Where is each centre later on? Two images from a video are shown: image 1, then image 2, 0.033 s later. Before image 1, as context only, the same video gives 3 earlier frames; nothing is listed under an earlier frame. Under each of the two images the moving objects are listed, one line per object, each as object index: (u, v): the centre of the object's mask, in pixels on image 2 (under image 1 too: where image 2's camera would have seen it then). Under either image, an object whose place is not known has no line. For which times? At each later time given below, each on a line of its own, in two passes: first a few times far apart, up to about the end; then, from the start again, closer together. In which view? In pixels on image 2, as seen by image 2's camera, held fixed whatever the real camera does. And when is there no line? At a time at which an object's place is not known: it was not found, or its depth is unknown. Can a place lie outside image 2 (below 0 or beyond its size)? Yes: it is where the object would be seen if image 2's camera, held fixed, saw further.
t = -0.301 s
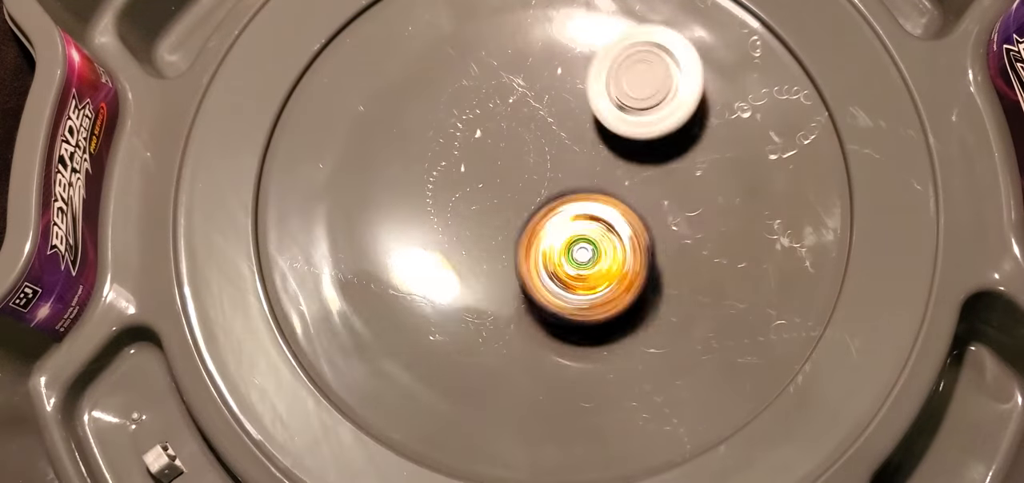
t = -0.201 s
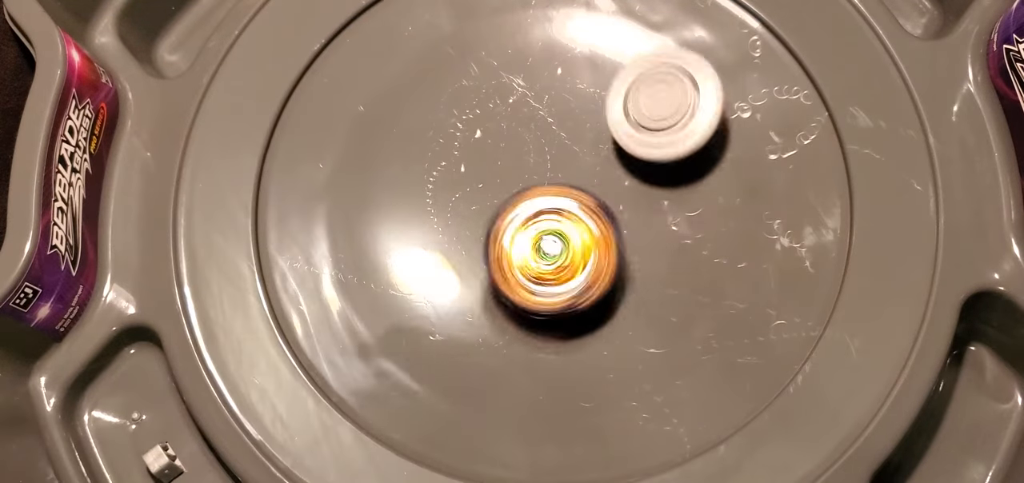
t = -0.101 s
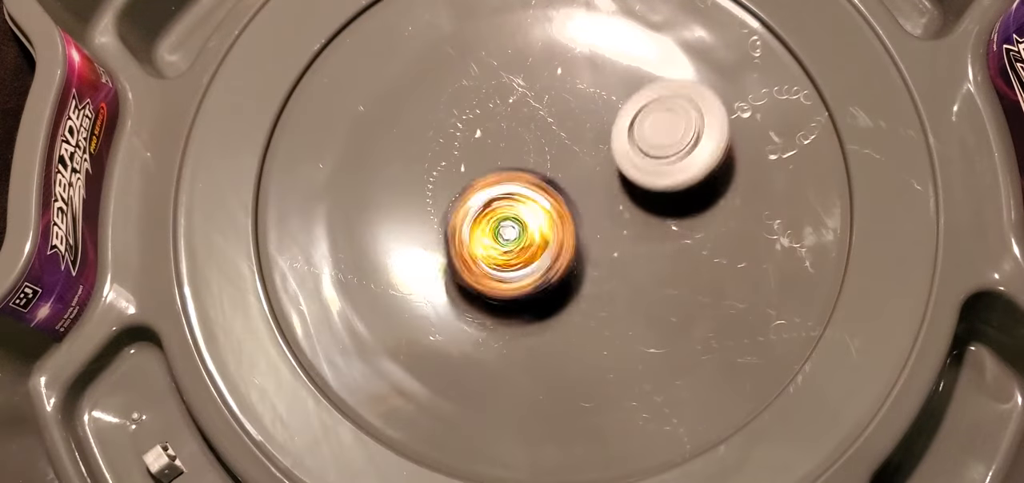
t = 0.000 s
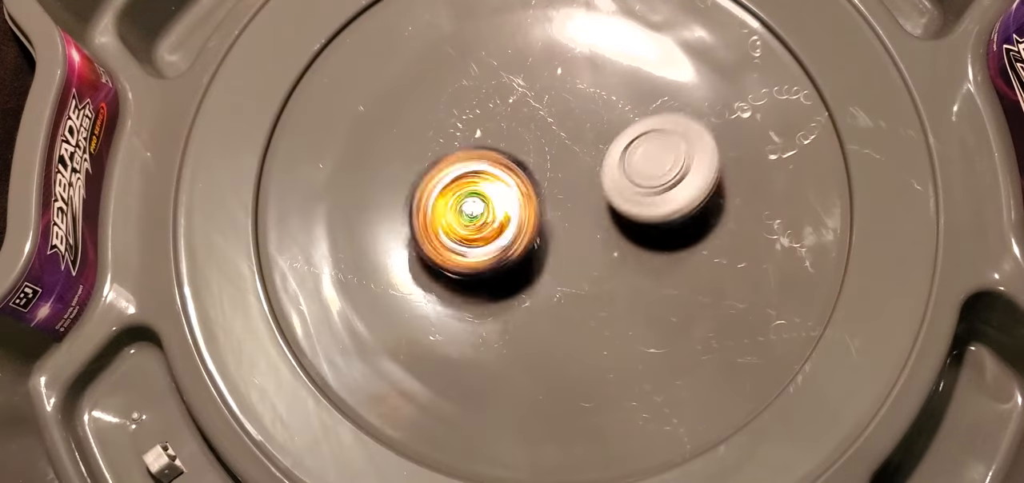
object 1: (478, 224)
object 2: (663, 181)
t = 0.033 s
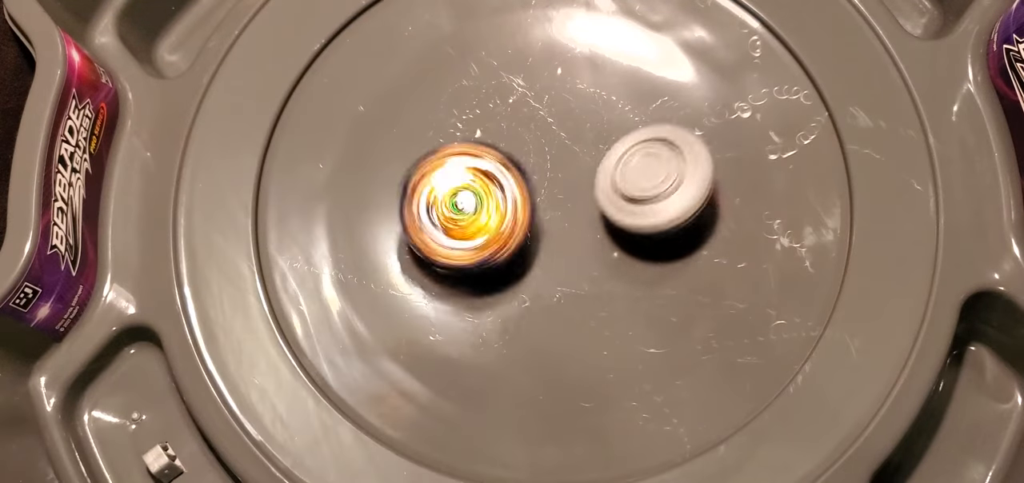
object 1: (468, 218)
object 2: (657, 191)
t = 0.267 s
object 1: (461, 203)
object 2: (582, 247)
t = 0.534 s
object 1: (465, 159)
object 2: (520, 309)
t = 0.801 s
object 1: (472, 142)
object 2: (477, 265)
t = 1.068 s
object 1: (473, 128)
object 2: (499, 251)
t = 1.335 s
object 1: (483, 133)
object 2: (545, 286)
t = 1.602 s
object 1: (524, 163)
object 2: (566, 311)
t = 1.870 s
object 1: (600, 187)
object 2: (568, 307)
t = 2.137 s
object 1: (602, 158)
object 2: (565, 278)
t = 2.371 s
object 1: (598, 131)
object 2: (560, 261)
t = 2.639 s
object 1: (601, 128)
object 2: (556, 244)
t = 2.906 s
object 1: (577, 130)
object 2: (535, 238)
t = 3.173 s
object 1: (544, 123)
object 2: (540, 249)
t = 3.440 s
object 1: (519, 126)
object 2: (564, 242)
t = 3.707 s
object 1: (514, 139)
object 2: (565, 243)
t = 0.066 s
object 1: (462, 211)
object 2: (650, 202)
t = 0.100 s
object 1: (456, 209)
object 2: (641, 211)
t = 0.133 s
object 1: (454, 207)
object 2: (631, 221)
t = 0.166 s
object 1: (453, 206)
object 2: (620, 229)
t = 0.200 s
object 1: (454, 206)
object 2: (608, 237)
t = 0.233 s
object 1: (457, 206)
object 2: (595, 243)
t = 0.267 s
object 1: (461, 203)
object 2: (582, 247)
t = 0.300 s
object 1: (461, 190)
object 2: (578, 268)
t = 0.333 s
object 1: (459, 179)
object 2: (574, 288)
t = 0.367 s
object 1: (460, 173)
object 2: (564, 299)
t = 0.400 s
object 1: (459, 169)
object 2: (556, 304)
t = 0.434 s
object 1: (463, 167)
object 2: (549, 307)
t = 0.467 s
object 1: (465, 164)
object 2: (539, 310)
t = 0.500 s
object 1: (464, 162)
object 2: (530, 311)
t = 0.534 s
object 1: (465, 159)
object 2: (520, 309)
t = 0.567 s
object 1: (468, 157)
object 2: (511, 306)
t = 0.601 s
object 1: (468, 155)
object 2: (503, 301)
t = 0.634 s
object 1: (468, 154)
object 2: (496, 296)
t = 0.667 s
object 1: (470, 151)
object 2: (490, 288)
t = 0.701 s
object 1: (469, 149)
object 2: (485, 280)
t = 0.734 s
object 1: (469, 147)
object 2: (482, 271)
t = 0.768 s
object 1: (470, 144)
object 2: (479, 269)
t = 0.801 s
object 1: (472, 142)
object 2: (477, 265)
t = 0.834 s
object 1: (475, 140)
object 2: (473, 266)
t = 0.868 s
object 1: (478, 137)
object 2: (473, 264)
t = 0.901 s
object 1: (478, 135)
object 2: (475, 263)
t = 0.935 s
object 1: (477, 133)
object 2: (479, 258)
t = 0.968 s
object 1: (477, 131)
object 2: (484, 254)
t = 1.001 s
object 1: (477, 130)
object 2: (486, 253)
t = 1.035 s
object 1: (476, 128)
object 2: (491, 252)
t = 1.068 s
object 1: (473, 128)
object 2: (499, 251)
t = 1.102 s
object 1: (471, 129)
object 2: (506, 249)
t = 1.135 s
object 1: (472, 131)
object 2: (514, 247)
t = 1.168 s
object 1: (477, 131)
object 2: (521, 248)
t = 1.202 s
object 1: (484, 129)
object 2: (527, 265)
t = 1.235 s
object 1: (484, 127)
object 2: (531, 273)
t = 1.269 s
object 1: (483, 126)
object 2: (535, 278)
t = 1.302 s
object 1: (480, 129)
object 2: (540, 281)
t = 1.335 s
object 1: (483, 133)
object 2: (545, 286)
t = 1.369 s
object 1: (489, 134)
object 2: (550, 293)
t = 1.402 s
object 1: (494, 134)
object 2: (552, 298)
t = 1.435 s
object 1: (497, 135)
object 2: (555, 303)
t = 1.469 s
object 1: (501, 137)
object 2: (558, 308)
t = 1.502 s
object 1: (503, 141)
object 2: (561, 313)
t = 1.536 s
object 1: (507, 147)
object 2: (563, 314)
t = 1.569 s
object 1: (515, 154)
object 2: (566, 313)
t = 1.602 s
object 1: (524, 163)
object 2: (566, 311)
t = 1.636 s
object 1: (534, 173)
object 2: (568, 306)
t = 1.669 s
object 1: (543, 181)
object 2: (570, 302)
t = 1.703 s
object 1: (553, 184)
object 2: (568, 309)
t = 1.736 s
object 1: (562, 184)
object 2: (567, 311)
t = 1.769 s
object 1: (574, 186)
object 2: (570, 312)
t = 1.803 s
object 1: (584, 186)
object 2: (570, 311)
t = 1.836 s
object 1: (593, 187)
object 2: (570, 309)
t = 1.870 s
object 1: (600, 187)
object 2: (568, 307)
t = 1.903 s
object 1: (607, 186)
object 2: (560, 307)
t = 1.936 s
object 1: (610, 184)
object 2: (558, 303)
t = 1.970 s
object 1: (608, 180)
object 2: (561, 300)
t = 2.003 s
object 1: (609, 175)
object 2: (564, 299)
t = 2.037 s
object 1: (609, 174)
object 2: (562, 297)
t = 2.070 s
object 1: (604, 171)
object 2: (560, 292)
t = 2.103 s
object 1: (603, 164)
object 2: (562, 283)
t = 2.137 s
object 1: (602, 158)
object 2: (565, 278)
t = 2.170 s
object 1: (603, 155)
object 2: (561, 278)
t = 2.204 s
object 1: (600, 153)
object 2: (558, 271)
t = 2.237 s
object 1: (598, 149)
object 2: (558, 267)
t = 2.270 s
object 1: (595, 146)
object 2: (555, 266)
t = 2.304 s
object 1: (590, 140)
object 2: (556, 263)
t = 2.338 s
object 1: (593, 134)
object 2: (559, 262)
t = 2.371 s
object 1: (598, 131)
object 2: (560, 261)
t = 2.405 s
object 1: (601, 130)
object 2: (560, 260)
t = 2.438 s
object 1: (603, 131)
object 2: (561, 257)
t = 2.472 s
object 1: (602, 131)
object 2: (562, 253)
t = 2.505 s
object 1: (602, 133)
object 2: (565, 248)
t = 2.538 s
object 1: (603, 133)
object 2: (562, 252)
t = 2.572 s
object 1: (604, 131)
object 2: (556, 252)
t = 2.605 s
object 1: (602, 130)
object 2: (553, 249)
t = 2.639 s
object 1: (601, 128)
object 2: (556, 244)
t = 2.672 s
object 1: (602, 130)
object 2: (561, 243)
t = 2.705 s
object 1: (603, 132)
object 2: (562, 245)
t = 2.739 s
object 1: (602, 130)
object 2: (557, 253)
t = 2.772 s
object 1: (599, 129)
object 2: (549, 258)
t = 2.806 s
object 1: (593, 128)
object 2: (540, 257)
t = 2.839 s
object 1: (587, 127)
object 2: (534, 251)
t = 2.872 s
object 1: (583, 128)
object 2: (535, 245)
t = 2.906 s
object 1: (577, 130)
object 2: (535, 238)
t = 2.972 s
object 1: (567, 127)
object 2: (536, 239)
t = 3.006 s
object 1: (563, 125)
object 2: (536, 243)
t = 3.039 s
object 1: (557, 126)
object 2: (535, 246)
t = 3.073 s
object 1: (551, 126)
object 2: (537, 248)
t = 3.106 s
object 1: (547, 124)
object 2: (536, 248)
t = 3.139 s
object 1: (545, 125)
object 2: (538, 249)
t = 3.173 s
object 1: (544, 123)
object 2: (540, 249)
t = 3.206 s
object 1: (539, 126)
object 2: (541, 247)
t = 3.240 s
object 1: (534, 127)
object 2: (543, 245)
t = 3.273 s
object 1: (530, 127)
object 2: (544, 244)
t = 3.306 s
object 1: (525, 129)
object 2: (551, 249)
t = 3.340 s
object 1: (521, 129)
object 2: (556, 247)
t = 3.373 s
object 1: (518, 126)
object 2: (562, 245)
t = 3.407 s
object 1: (517, 125)
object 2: (564, 243)
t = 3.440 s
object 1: (519, 126)
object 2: (564, 242)
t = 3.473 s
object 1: (523, 127)
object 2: (564, 242)
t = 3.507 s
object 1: (524, 129)
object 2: (564, 242)
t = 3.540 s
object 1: (524, 131)
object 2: (564, 242)
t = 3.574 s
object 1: (523, 135)
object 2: (564, 242)
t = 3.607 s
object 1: (521, 137)
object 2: (565, 242)
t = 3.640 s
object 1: (519, 139)
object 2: (565, 243)
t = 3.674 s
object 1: (517, 138)
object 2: (565, 243)
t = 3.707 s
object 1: (514, 139)
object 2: (565, 243)
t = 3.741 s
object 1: (510, 141)
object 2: (565, 243)
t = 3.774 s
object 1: (509, 140)
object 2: (565, 243)
